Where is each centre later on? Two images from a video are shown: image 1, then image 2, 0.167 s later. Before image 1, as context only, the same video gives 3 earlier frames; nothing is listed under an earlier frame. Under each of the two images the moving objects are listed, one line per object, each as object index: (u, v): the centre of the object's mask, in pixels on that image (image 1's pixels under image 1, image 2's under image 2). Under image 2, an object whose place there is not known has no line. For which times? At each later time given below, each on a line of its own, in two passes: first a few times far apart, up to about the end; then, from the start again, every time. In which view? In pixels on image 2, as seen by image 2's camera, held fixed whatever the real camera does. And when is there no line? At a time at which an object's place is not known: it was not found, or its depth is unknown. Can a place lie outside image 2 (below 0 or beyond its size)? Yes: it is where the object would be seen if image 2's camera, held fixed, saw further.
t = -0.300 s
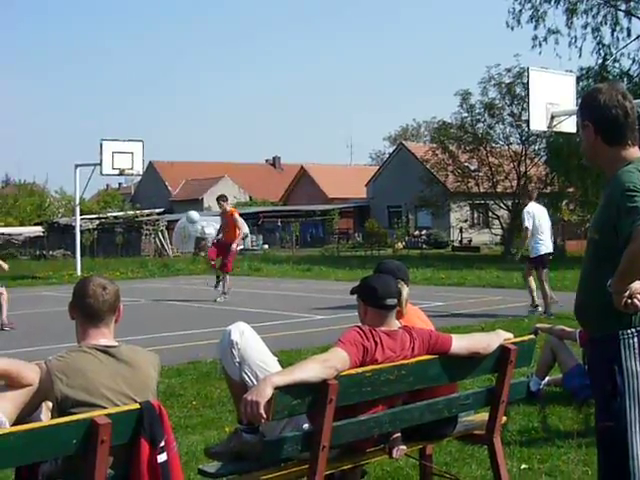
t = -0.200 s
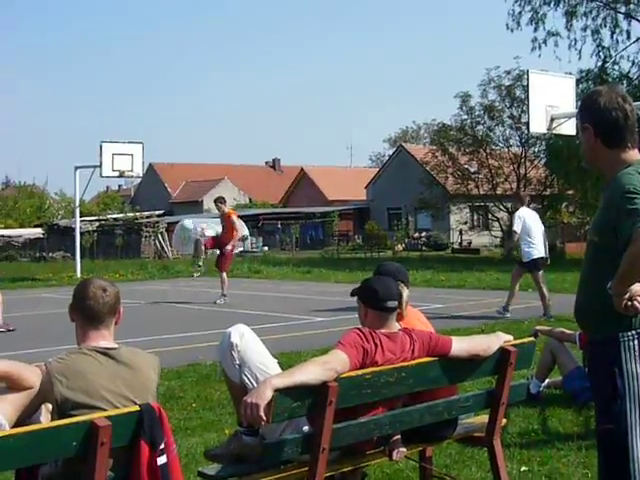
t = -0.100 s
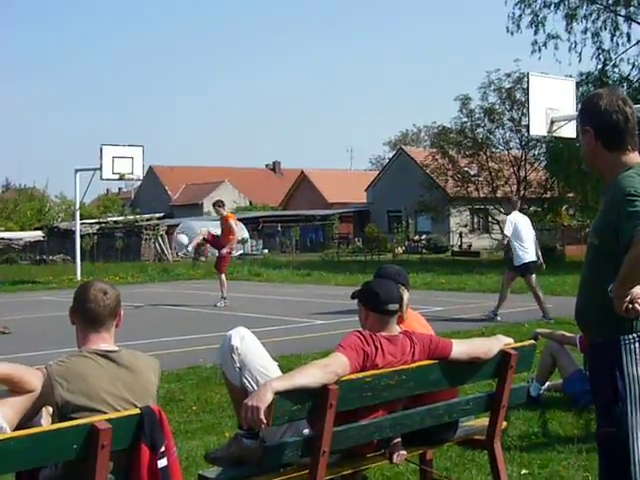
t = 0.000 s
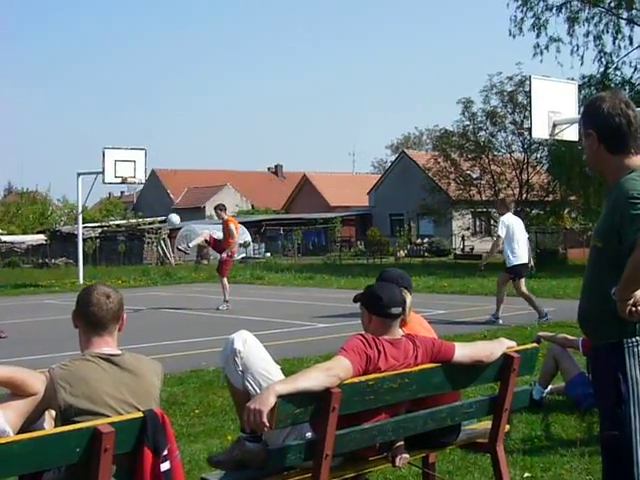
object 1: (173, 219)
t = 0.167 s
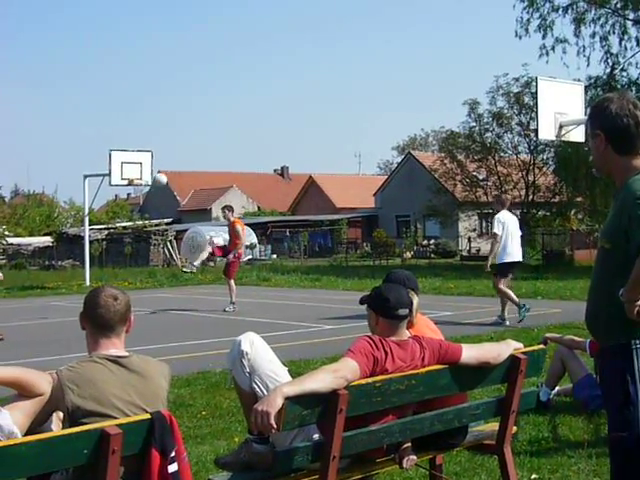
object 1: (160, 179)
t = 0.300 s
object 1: (143, 156)
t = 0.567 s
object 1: (111, 142)
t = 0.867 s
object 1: (73, 180)
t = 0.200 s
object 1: (156, 173)
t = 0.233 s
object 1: (152, 167)
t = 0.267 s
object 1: (148, 161)
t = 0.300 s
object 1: (143, 156)
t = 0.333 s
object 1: (140, 152)
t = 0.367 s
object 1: (136, 148)
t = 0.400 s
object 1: (132, 145)
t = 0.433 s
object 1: (128, 144)
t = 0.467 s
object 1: (124, 142)
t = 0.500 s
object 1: (119, 141)
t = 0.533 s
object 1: (115, 141)
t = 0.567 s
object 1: (111, 142)
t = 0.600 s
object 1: (107, 143)
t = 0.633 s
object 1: (103, 145)
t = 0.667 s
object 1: (99, 148)
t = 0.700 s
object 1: (95, 151)
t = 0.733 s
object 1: (91, 156)
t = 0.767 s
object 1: (87, 161)
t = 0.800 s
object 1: (82, 167)
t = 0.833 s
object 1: (78, 173)
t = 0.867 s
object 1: (73, 180)
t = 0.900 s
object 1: (69, 188)
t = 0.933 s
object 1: (66, 197)
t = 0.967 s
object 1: (63, 205)
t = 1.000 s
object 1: (58, 217)
